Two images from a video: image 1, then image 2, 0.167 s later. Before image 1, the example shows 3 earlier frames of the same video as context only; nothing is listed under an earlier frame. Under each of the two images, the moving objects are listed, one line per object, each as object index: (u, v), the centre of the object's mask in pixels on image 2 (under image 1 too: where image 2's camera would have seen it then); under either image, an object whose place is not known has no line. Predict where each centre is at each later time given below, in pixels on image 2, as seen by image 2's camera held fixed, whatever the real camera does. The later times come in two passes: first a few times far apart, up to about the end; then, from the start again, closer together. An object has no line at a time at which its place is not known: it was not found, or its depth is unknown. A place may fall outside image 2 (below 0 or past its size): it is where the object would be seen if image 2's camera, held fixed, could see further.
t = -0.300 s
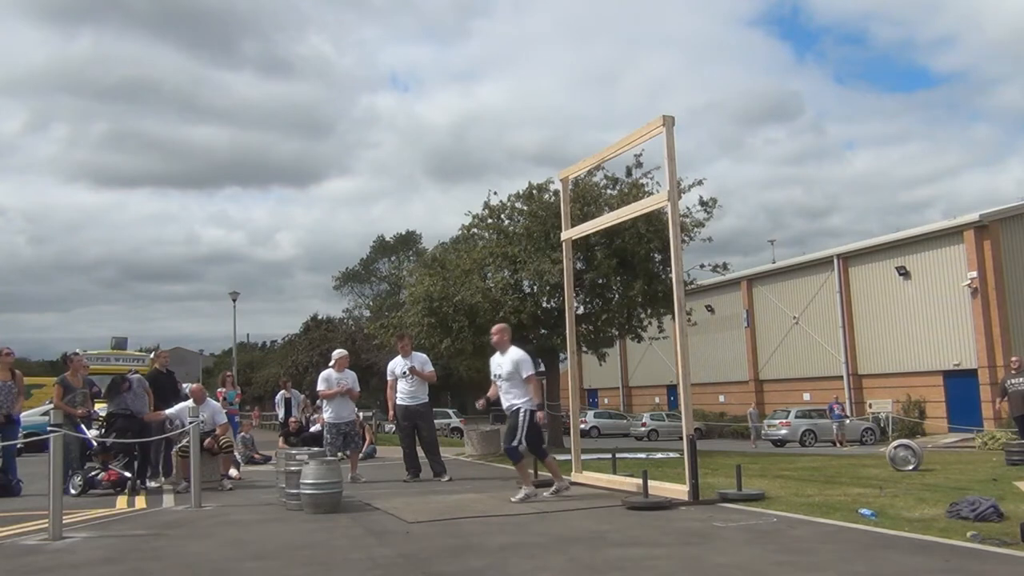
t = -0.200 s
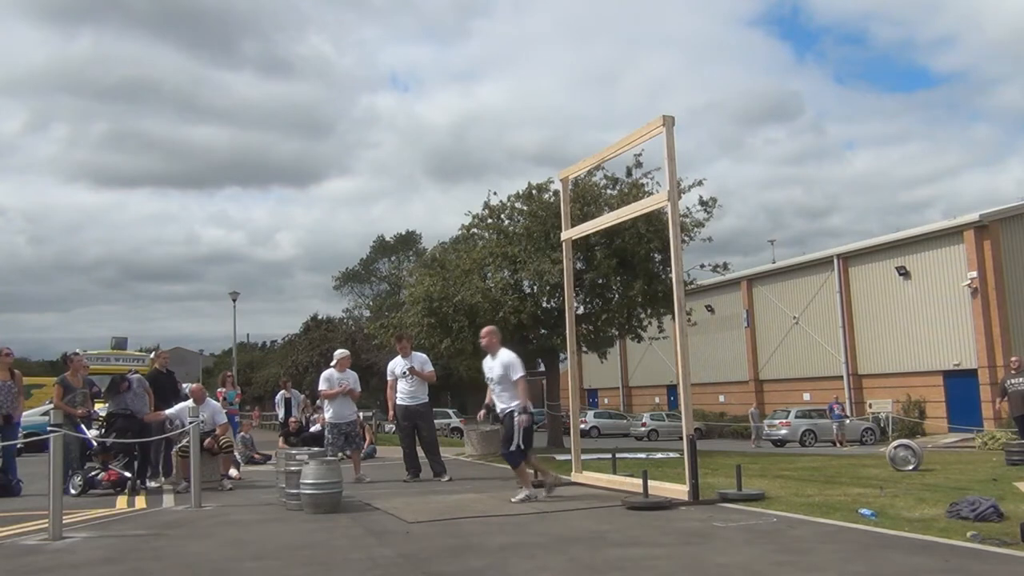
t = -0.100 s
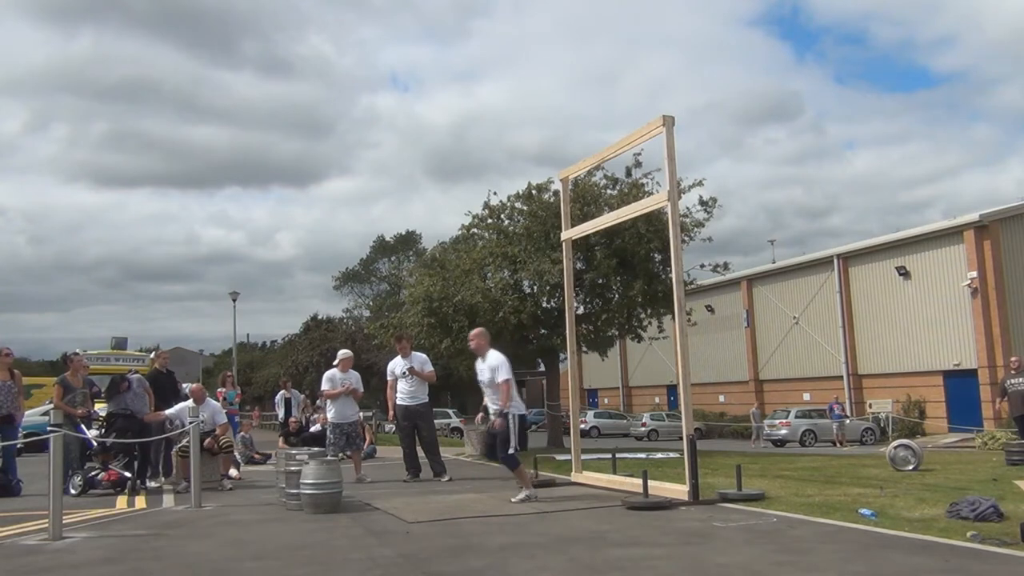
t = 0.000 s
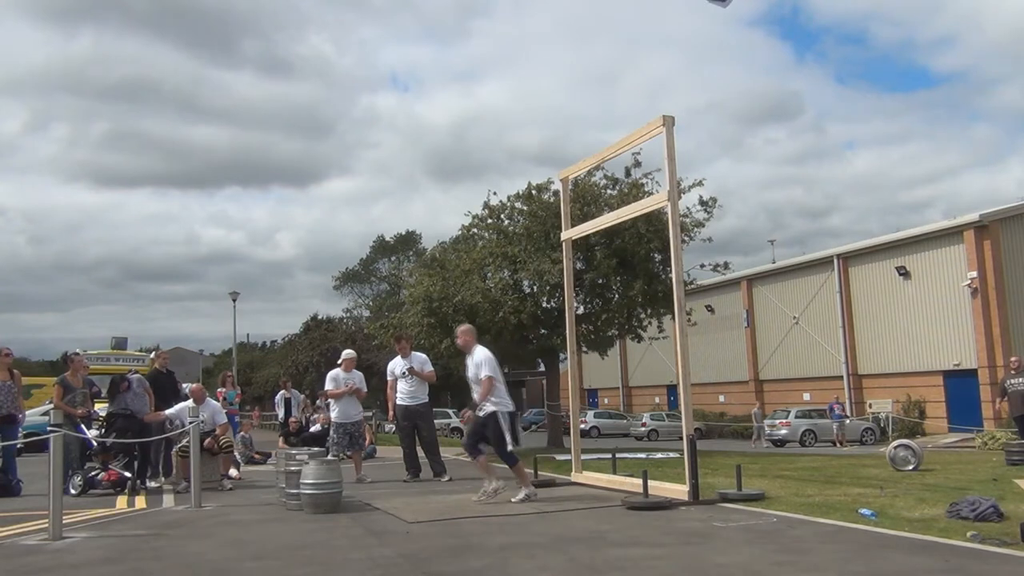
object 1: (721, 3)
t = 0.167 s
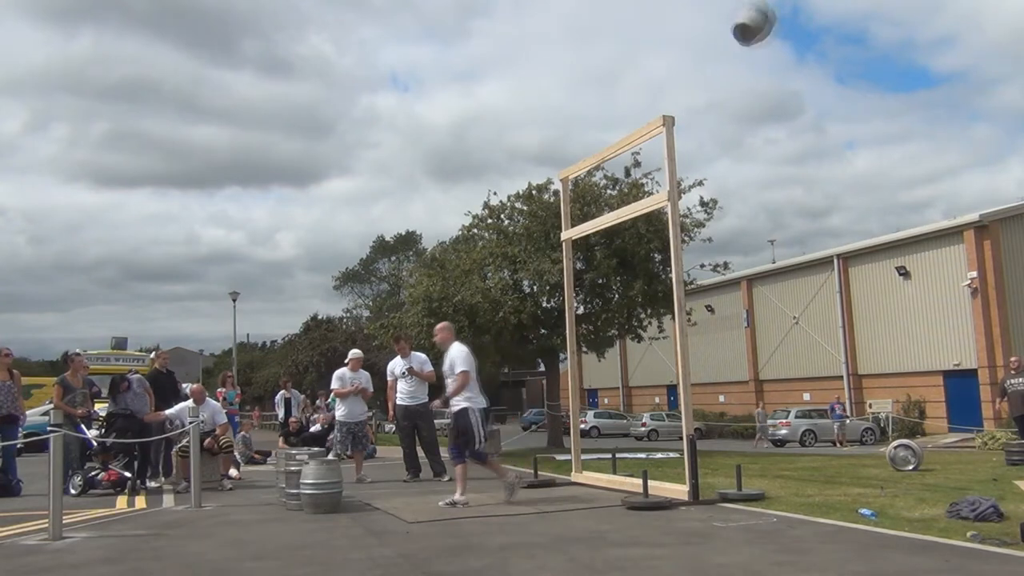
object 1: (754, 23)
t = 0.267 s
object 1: (777, 58)
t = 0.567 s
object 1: (851, 202)
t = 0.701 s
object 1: (889, 294)
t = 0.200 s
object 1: (762, 37)
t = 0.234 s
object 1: (771, 48)
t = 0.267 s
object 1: (777, 58)
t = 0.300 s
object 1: (786, 72)
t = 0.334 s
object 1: (795, 88)
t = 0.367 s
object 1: (803, 102)
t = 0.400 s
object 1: (811, 116)
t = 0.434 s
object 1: (821, 135)
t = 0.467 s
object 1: (828, 149)
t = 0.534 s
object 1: (846, 189)
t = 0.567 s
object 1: (851, 202)
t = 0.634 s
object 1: (872, 252)
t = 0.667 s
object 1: (879, 272)
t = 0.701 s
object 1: (889, 294)
